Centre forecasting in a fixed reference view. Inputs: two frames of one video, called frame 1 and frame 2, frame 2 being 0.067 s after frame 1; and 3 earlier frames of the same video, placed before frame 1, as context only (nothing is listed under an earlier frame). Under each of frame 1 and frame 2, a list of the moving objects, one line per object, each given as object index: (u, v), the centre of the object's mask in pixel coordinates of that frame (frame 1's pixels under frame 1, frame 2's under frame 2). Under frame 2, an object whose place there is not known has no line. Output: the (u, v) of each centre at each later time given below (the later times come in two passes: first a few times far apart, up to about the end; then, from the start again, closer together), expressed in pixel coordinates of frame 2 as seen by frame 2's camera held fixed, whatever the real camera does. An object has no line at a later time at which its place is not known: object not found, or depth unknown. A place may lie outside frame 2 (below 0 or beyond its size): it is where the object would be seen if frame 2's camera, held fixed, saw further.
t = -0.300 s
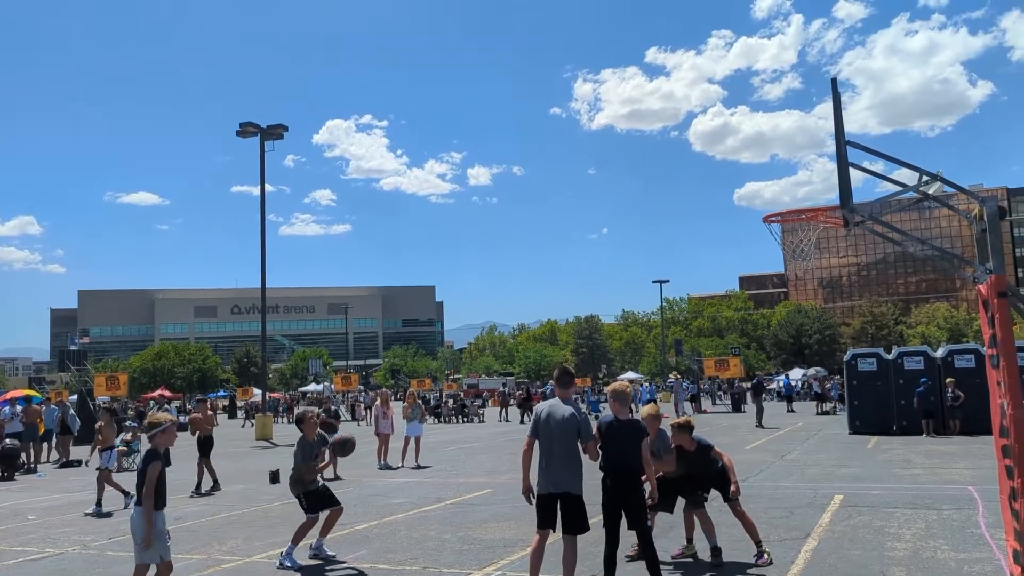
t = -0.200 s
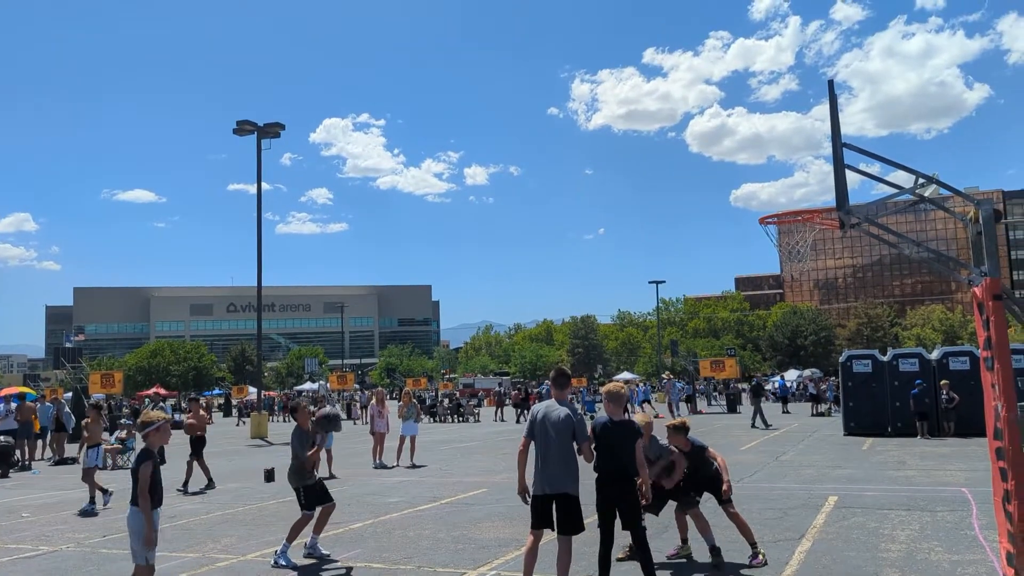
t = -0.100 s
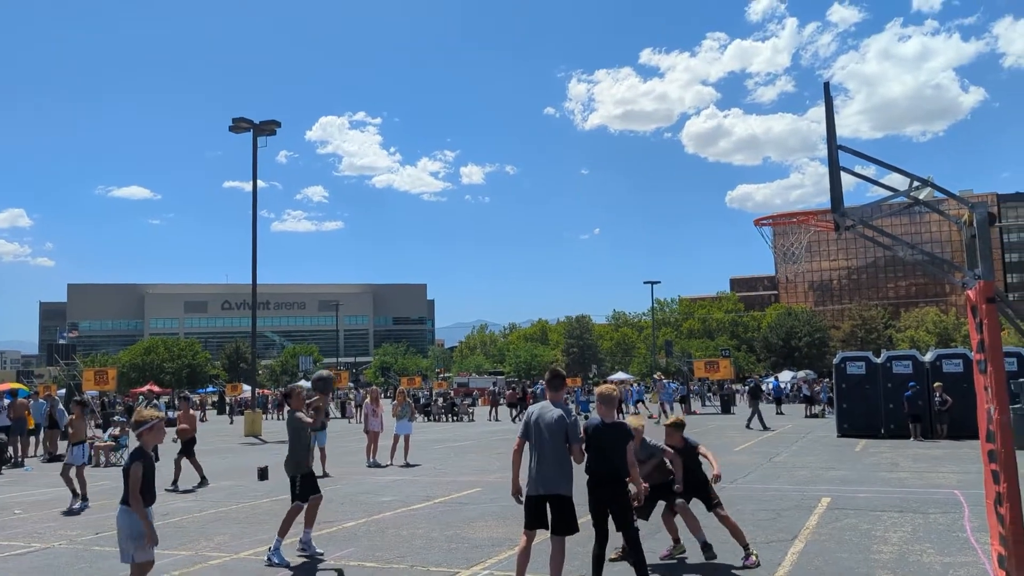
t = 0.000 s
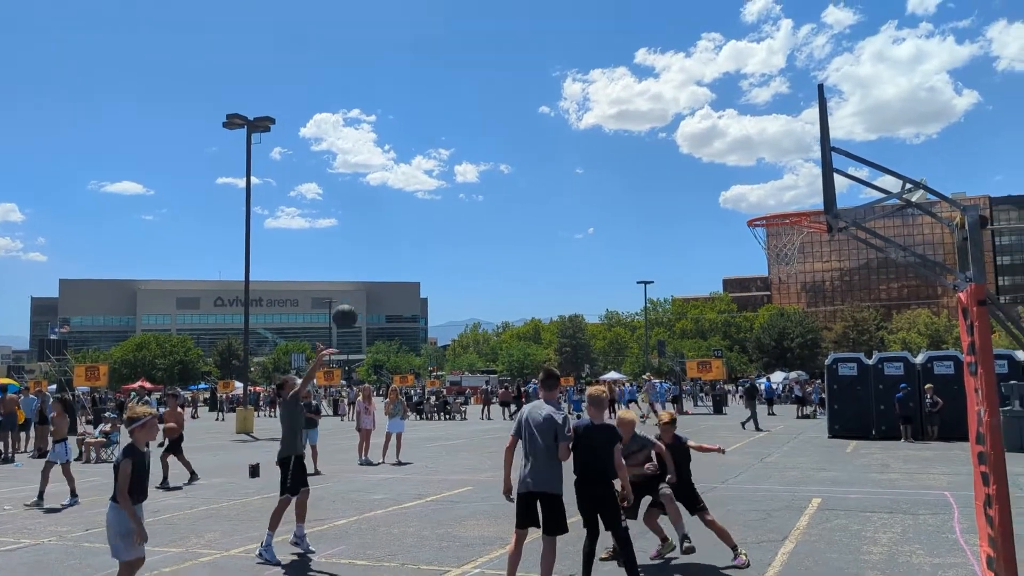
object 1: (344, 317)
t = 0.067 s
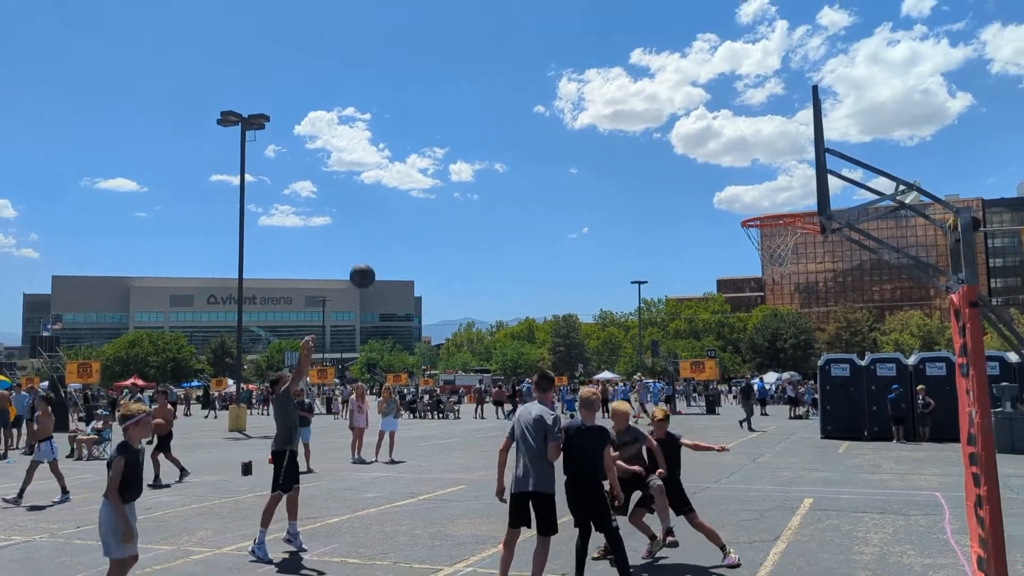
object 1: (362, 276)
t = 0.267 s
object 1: (436, 184)
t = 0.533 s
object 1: (543, 120)
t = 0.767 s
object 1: (648, 125)
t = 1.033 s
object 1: (777, 205)
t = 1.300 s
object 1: (790, 193)
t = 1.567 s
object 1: (758, 205)
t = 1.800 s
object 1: (770, 205)
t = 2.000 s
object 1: (775, 210)
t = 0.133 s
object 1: (386, 241)
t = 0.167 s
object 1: (399, 225)
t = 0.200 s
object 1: (411, 211)
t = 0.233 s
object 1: (423, 197)
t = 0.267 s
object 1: (436, 184)
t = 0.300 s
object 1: (449, 172)
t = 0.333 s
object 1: (462, 162)
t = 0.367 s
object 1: (475, 152)
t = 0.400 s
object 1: (488, 143)
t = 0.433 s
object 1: (501, 136)
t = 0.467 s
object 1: (515, 129)
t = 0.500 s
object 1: (529, 124)
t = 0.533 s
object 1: (543, 120)
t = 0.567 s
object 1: (557, 117)
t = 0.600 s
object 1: (572, 116)
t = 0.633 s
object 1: (586, 115)
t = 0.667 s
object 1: (601, 116)
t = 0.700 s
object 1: (616, 118)
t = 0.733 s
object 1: (632, 121)
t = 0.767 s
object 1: (648, 125)
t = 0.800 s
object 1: (664, 130)
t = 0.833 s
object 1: (680, 138)
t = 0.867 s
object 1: (698, 146)
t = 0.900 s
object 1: (715, 156)
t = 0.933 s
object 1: (732, 167)
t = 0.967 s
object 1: (750, 179)
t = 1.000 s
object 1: (766, 193)
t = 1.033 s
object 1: (777, 205)
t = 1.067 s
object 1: (772, 213)
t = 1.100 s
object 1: (752, 217)
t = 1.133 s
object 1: (756, 208)
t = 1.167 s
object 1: (769, 202)
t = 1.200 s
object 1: (790, 196)
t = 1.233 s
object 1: (804, 189)
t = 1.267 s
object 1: (801, 189)
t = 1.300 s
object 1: (790, 193)
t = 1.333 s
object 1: (778, 197)
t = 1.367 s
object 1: (761, 201)
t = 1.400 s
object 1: (750, 207)
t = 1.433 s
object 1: (748, 208)
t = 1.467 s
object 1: (751, 205)
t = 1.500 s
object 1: (753, 205)
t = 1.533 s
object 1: (756, 204)
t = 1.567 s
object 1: (758, 205)
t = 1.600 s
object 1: (761, 206)
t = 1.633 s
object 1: (762, 206)
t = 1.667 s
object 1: (764, 205)
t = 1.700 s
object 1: (766, 204)
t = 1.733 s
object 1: (768, 204)
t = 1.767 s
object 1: (769, 205)
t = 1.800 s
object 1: (770, 205)
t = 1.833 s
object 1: (771, 205)
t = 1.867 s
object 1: (771, 206)
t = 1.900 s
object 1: (772, 207)
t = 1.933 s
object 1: (773, 207)
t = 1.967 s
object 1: (774, 208)
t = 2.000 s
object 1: (775, 210)
